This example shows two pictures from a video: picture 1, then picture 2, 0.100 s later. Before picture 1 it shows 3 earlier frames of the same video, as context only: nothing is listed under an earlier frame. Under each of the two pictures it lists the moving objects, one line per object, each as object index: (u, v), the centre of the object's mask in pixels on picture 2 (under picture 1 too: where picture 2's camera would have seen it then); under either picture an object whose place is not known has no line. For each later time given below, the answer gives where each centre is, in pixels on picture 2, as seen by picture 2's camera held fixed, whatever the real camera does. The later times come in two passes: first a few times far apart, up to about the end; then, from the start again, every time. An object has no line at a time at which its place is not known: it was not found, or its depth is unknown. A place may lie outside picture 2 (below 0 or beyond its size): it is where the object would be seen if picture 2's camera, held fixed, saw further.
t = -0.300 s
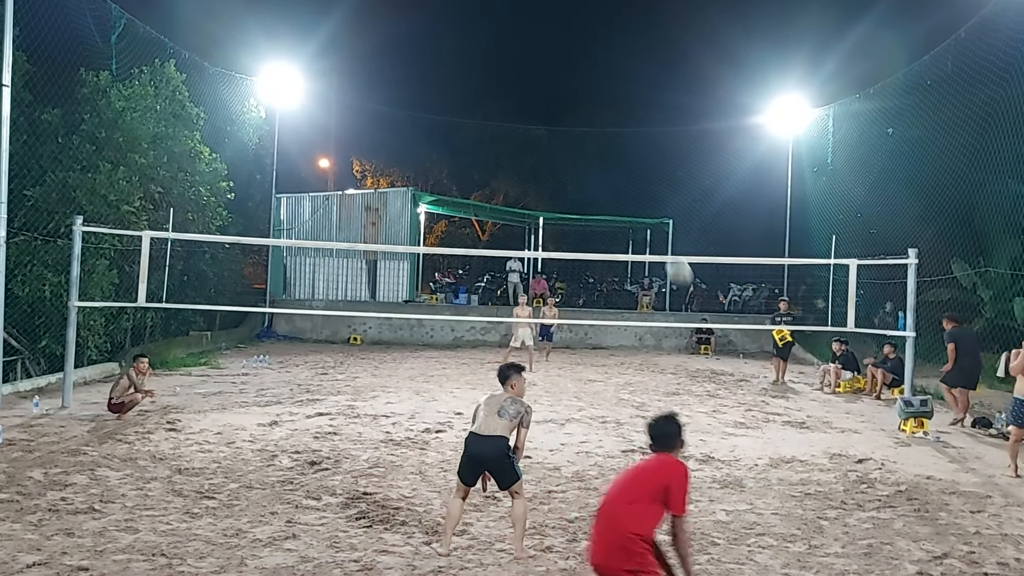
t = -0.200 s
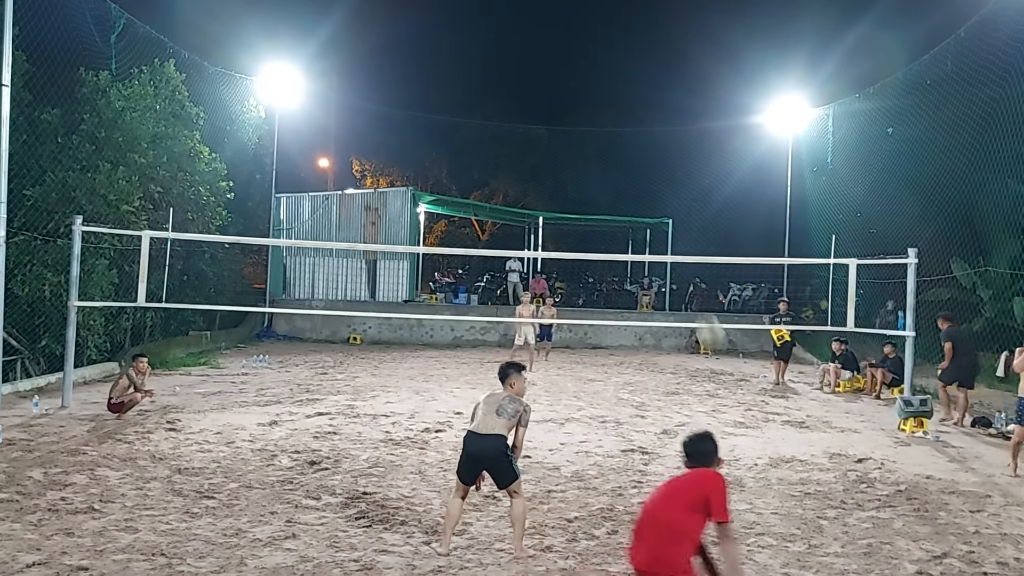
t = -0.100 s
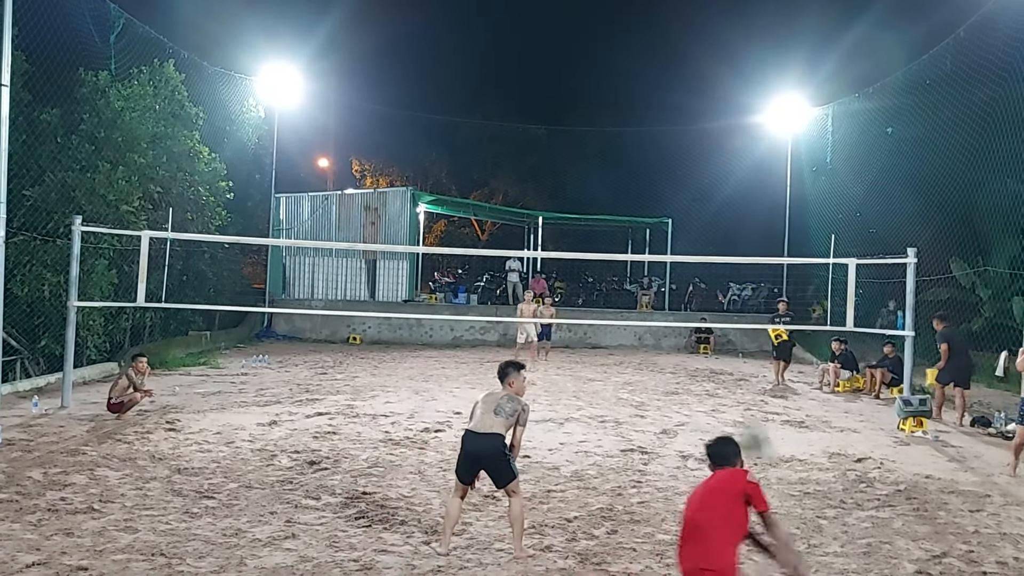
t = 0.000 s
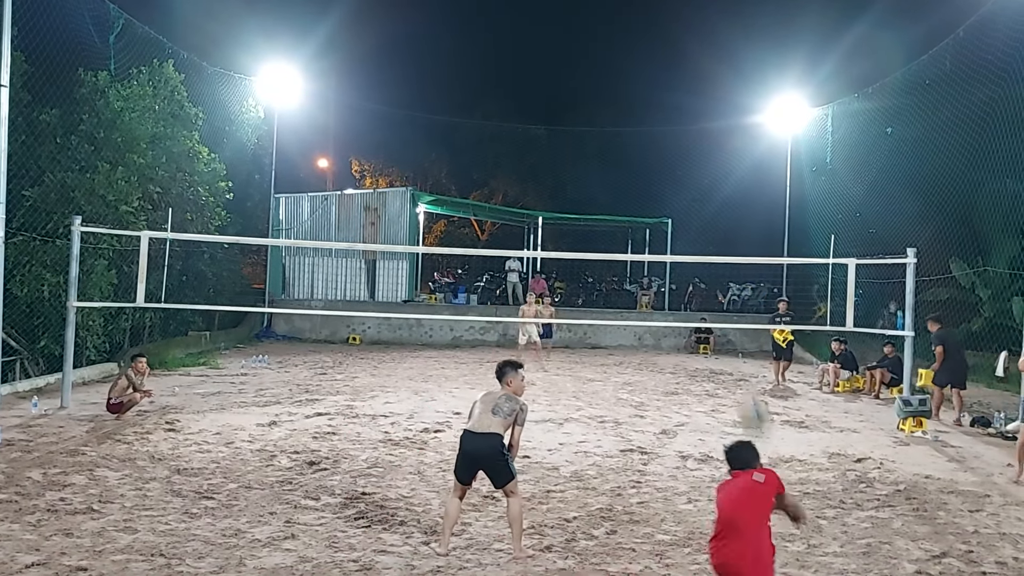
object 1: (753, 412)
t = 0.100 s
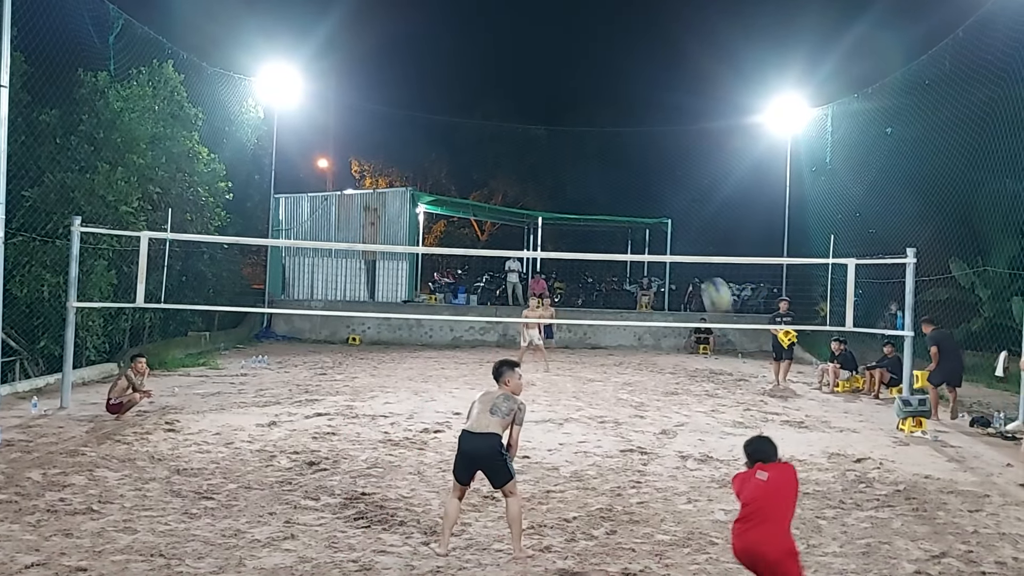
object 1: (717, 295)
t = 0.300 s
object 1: (671, 170)
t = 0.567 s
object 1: (634, 112)
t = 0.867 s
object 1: (607, 120)
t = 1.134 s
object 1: (589, 162)
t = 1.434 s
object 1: (572, 233)
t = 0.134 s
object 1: (708, 269)
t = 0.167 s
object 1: (699, 242)
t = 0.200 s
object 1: (691, 220)
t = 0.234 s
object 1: (684, 201)
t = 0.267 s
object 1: (677, 185)
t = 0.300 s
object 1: (671, 170)
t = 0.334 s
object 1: (665, 156)
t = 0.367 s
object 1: (660, 147)
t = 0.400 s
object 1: (655, 138)
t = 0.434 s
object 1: (650, 130)
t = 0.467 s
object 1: (646, 124)
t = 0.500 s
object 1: (642, 119)
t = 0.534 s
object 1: (638, 115)
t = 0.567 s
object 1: (634, 112)
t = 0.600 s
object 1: (631, 110)
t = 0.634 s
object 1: (627, 109)
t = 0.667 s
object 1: (624, 108)
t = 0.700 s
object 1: (621, 108)
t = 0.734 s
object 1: (618, 110)
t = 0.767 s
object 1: (615, 111)
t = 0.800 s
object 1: (612, 114)
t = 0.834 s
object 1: (610, 116)
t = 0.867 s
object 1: (607, 120)
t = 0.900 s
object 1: (604, 124)
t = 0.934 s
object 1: (602, 128)
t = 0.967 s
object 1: (600, 132)
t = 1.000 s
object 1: (597, 137)
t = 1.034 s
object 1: (595, 143)
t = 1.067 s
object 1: (593, 149)
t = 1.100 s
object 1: (591, 155)
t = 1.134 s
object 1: (589, 162)
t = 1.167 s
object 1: (587, 169)
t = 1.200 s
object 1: (585, 176)
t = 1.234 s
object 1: (583, 184)
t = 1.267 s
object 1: (581, 191)
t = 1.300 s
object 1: (579, 198)
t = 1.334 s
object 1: (577, 207)
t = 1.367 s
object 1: (576, 215)
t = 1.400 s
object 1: (574, 224)
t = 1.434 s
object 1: (572, 233)
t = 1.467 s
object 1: (571, 241)
